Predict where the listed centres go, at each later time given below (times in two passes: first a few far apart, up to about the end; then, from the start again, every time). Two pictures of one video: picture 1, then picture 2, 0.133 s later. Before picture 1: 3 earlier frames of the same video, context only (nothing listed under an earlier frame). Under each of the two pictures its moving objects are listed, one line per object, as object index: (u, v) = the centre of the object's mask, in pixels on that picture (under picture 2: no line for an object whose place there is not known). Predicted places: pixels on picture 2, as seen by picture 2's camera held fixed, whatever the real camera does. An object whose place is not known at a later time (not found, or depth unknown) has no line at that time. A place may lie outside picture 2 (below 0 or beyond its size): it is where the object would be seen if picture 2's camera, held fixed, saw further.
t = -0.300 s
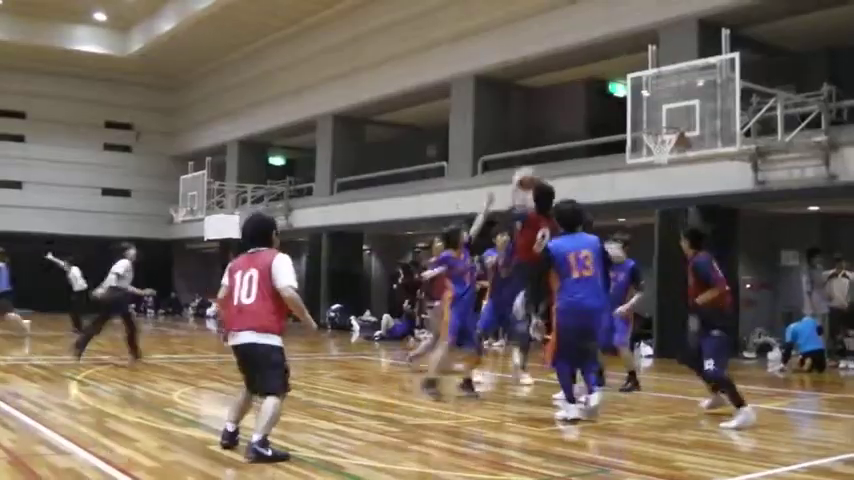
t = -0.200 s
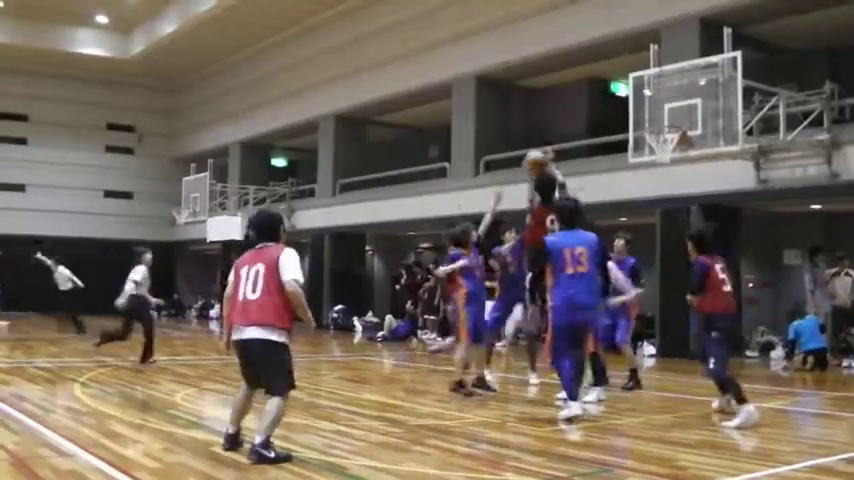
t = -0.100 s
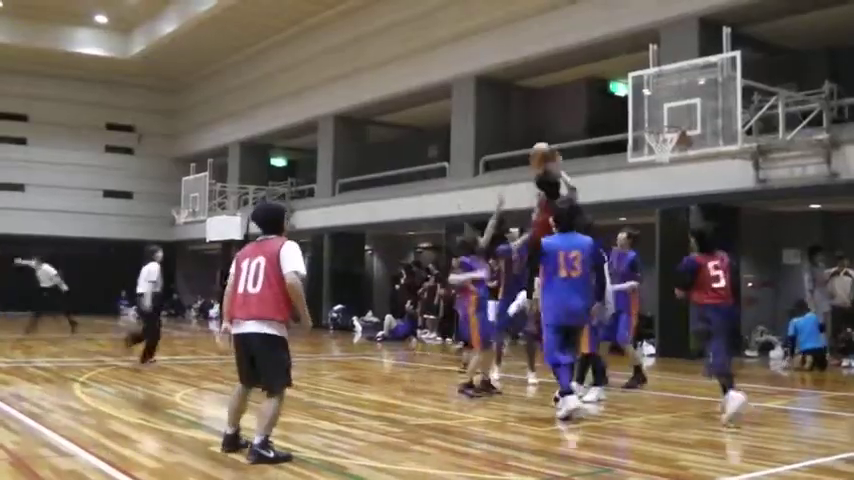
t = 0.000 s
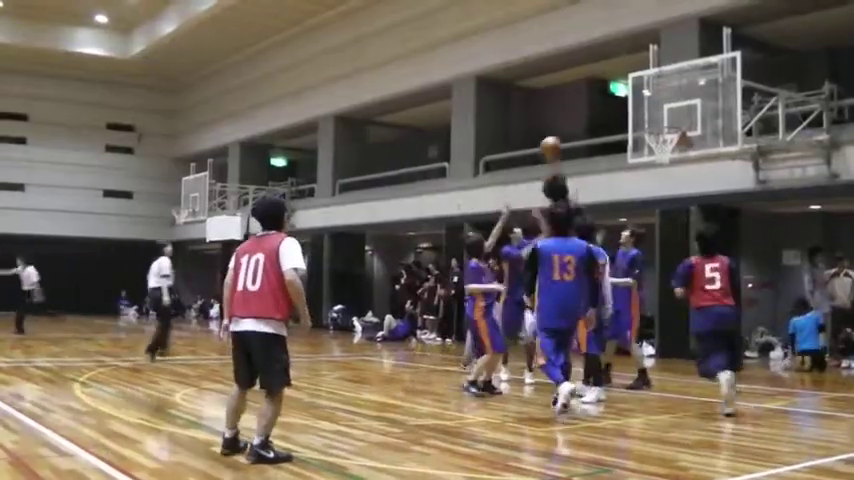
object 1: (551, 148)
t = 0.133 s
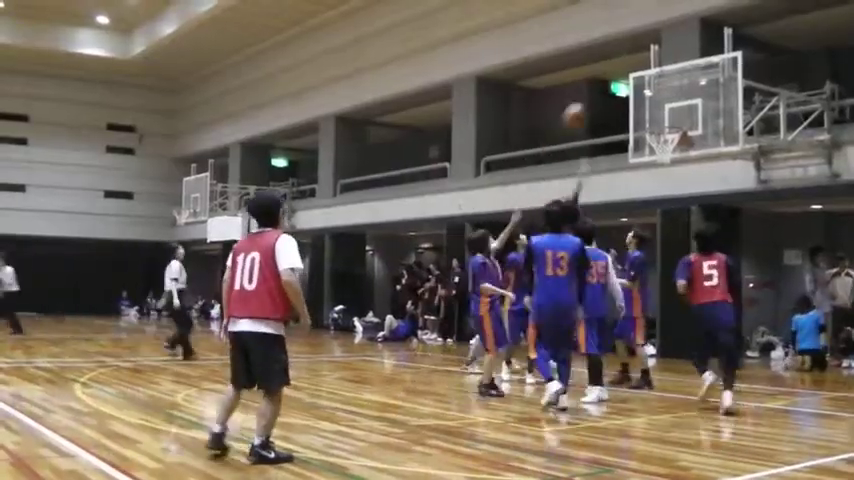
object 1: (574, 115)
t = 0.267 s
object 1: (598, 90)
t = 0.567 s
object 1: (647, 89)
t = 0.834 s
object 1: (670, 114)
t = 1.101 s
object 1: (654, 115)
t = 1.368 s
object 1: (660, 120)
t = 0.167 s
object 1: (580, 108)
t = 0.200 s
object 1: (586, 100)
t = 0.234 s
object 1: (591, 96)
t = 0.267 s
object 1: (598, 90)
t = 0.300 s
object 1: (602, 87)
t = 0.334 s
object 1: (608, 84)
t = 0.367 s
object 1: (613, 82)
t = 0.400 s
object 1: (619, 81)
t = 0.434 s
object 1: (628, 83)
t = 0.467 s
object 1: (632, 85)
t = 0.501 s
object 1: (638, 84)
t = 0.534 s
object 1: (643, 86)
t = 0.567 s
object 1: (647, 89)
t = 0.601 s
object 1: (653, 94)
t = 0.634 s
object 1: (659, 99)
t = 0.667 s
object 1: (663, 104)
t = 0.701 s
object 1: (668, 112)
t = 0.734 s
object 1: (675, 119)
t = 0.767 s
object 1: (675, 119)
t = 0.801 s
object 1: (673, 118)
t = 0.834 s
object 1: (670, 114)
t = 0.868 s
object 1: (669, 112)
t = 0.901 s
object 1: (667, 109)
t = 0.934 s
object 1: (666, 108)
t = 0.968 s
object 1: (664, 107)
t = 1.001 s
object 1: (662, 107)
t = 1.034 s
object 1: (657, 109)
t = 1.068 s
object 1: (656, 111)
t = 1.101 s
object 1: (654, 115)
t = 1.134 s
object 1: (652, 118)
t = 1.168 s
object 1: (652, 119)
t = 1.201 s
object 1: (652, 118)
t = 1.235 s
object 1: (653, 117)
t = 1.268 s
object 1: (654, 117)
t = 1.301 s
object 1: (657, 118)
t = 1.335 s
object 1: (657, 118)
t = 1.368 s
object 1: (660, 120)
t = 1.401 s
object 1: (662, 120)
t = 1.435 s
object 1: (662, 125)
